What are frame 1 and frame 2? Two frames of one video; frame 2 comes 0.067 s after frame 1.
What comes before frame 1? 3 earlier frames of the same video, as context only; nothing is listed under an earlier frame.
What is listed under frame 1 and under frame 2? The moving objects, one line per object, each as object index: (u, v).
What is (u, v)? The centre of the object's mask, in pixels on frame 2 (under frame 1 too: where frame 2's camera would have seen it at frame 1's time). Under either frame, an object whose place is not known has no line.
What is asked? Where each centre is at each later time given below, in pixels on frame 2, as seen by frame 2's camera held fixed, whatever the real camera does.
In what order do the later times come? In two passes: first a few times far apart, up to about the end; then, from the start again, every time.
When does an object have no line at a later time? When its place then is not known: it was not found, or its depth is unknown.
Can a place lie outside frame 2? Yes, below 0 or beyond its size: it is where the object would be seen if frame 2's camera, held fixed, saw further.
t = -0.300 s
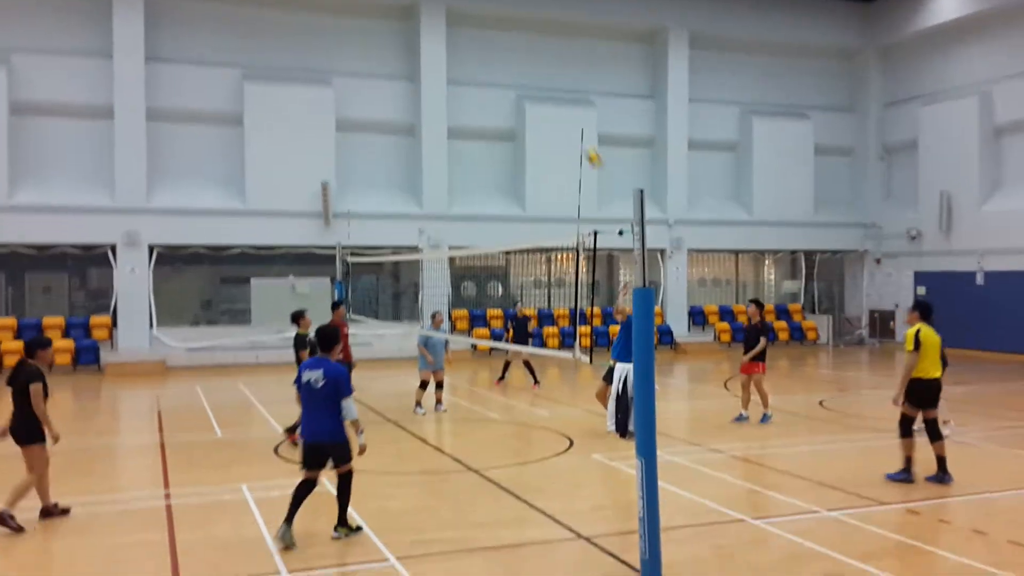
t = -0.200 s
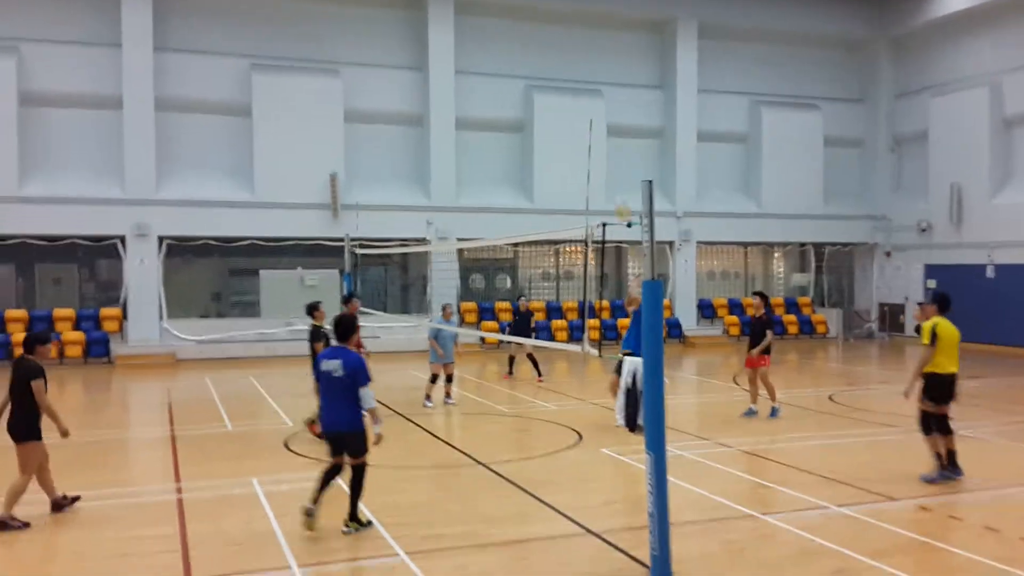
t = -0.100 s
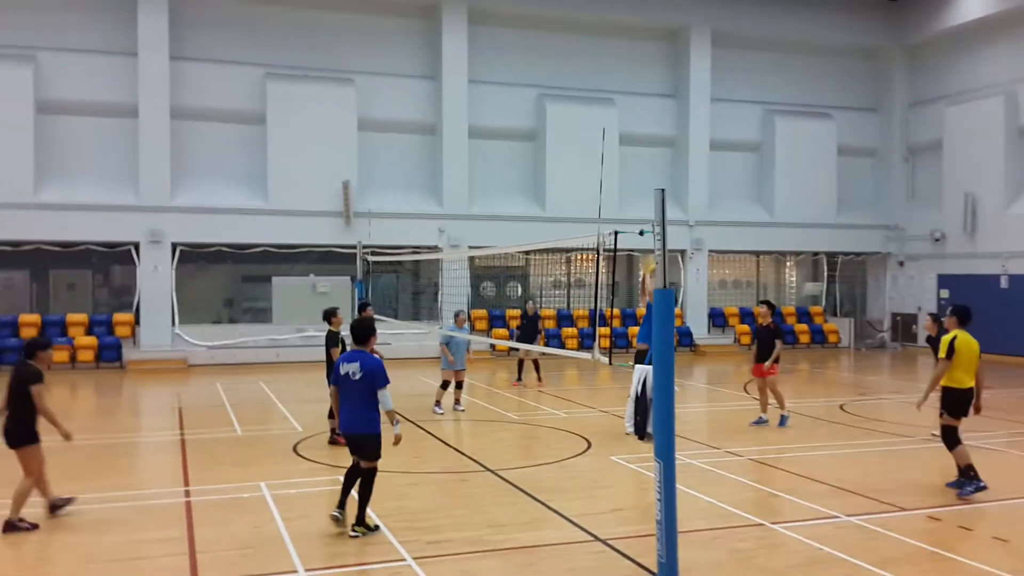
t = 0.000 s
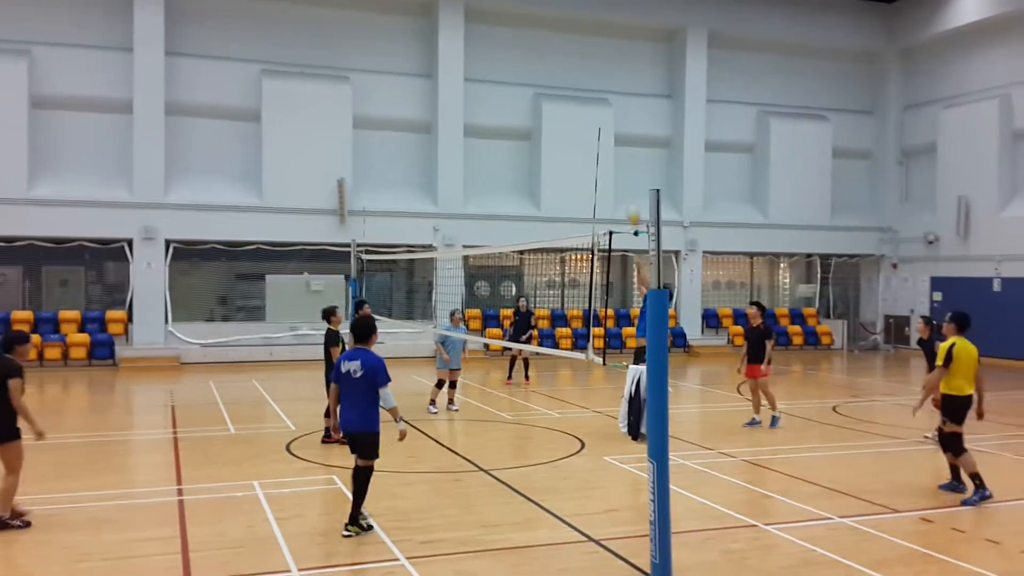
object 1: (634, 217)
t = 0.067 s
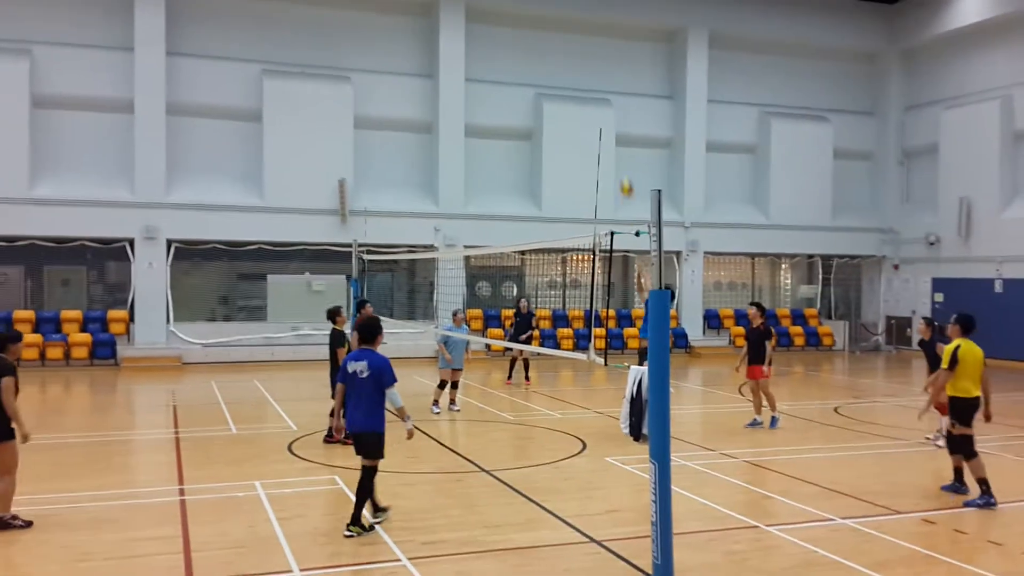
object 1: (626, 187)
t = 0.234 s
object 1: (607, 127)
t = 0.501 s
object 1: (574, 76)
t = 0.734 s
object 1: (546, 75)
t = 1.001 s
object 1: (519, 119)
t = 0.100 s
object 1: (622, 173)
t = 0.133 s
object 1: (619, 160)
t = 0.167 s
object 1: (614, 149)
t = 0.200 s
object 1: (609, 137)
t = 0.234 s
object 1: (607, 127)
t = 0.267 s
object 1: (601, 118)
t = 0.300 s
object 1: (597, 109)
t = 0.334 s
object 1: (593, 102)
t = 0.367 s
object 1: (590, 95)
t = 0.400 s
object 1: (586, 89)
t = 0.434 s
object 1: (582, 84)
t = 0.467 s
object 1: (577, 80)
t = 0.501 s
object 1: (574, 76)
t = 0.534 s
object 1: (570, 74)
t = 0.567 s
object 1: (566, 72)
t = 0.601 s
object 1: (562, 71)
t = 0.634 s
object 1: (558, 71)
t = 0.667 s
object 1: (554, 72)
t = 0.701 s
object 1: (550, 73)
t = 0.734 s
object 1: (546, 75)
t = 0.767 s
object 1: (542, 78)
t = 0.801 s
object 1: (539, 81)
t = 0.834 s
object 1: (535, 86)
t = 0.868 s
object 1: (532, 90)
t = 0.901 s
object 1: (528, 97)
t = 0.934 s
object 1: (526, 103)
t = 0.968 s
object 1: (523, 111)
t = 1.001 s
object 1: (519, 119)
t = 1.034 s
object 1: (515, 129)
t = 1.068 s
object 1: (512, 137)
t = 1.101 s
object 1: (508, 148)
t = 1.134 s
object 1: (505, 159)
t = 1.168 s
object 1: (501, 170)
